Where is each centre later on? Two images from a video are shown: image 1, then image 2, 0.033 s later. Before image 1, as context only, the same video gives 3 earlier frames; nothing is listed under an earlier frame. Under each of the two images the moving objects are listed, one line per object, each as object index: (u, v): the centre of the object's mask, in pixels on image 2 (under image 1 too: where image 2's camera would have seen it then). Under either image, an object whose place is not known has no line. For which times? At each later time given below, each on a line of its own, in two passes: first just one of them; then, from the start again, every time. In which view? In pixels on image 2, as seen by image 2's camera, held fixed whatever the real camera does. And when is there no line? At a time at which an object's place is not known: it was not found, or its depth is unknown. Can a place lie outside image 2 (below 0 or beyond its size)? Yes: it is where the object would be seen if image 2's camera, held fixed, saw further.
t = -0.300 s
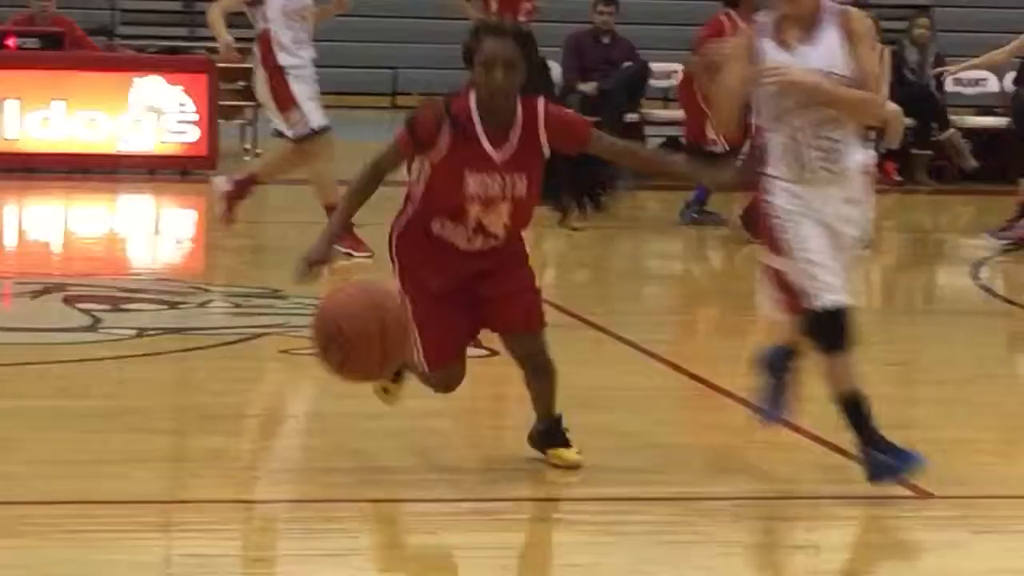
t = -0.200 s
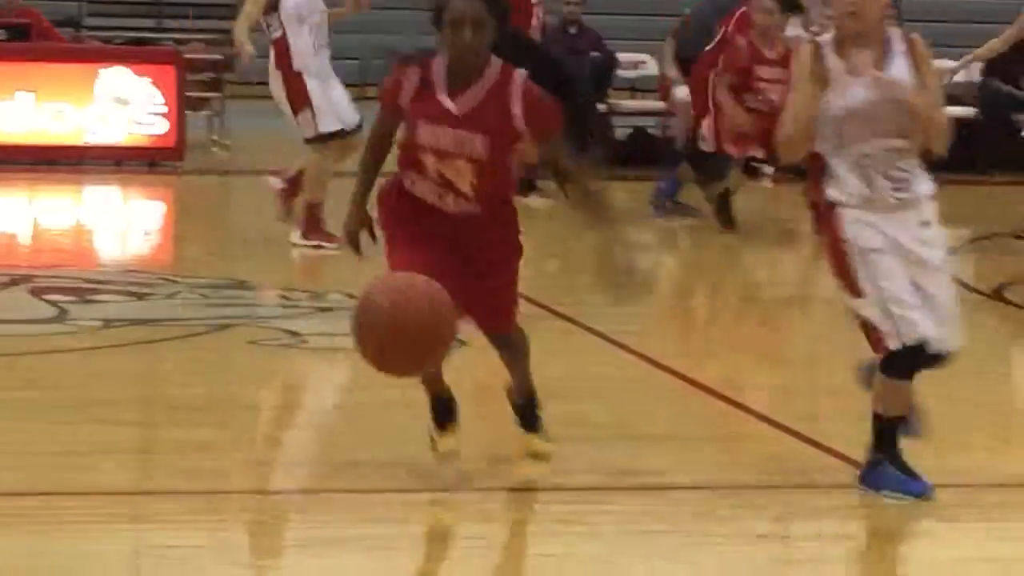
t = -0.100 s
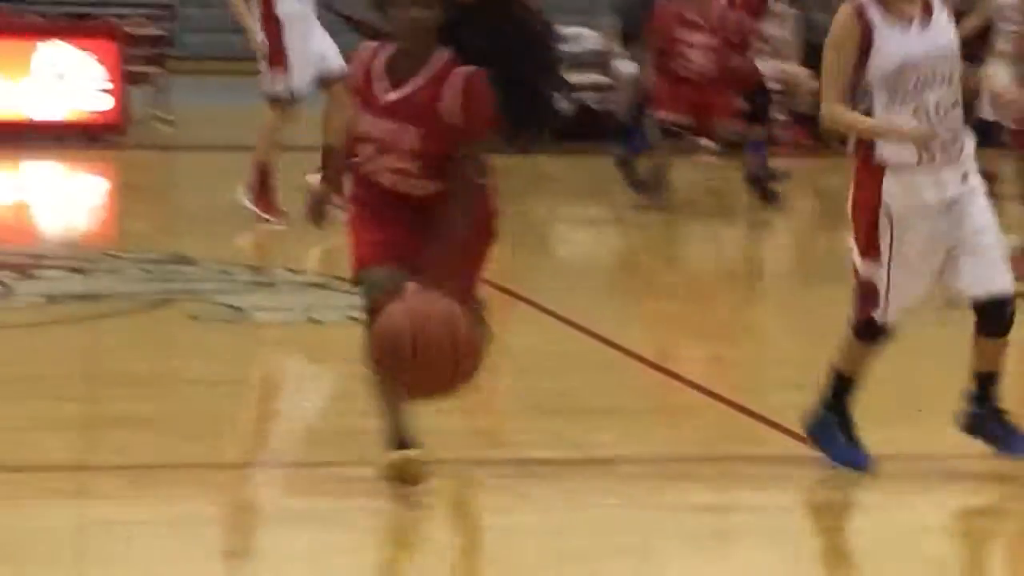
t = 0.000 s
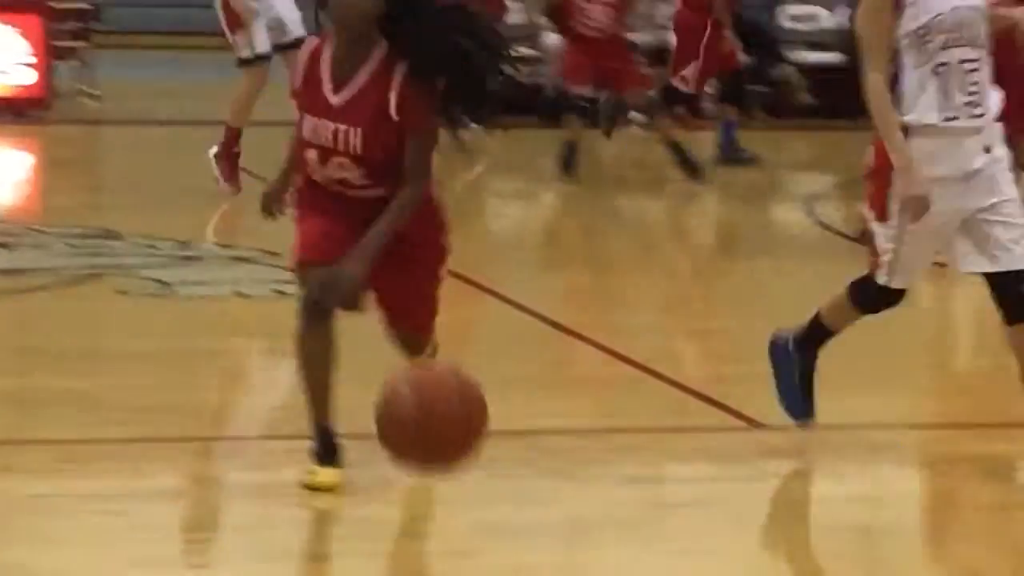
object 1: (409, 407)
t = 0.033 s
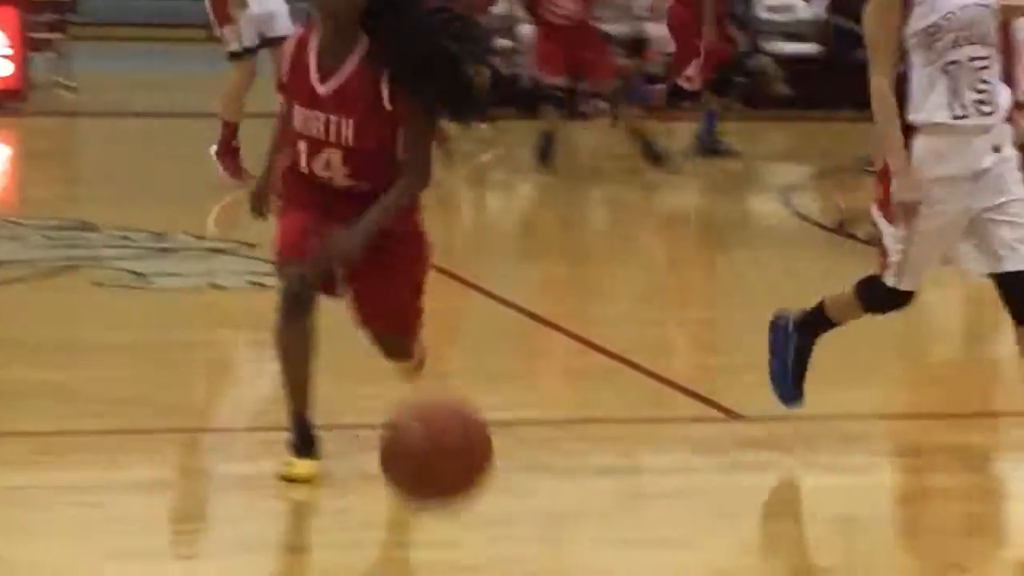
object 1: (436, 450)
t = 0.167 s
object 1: (550, 536)
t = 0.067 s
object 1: (462, 499)
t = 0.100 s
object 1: (490, 552)
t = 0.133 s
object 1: (520, 563)
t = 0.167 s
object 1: (550, 536)
